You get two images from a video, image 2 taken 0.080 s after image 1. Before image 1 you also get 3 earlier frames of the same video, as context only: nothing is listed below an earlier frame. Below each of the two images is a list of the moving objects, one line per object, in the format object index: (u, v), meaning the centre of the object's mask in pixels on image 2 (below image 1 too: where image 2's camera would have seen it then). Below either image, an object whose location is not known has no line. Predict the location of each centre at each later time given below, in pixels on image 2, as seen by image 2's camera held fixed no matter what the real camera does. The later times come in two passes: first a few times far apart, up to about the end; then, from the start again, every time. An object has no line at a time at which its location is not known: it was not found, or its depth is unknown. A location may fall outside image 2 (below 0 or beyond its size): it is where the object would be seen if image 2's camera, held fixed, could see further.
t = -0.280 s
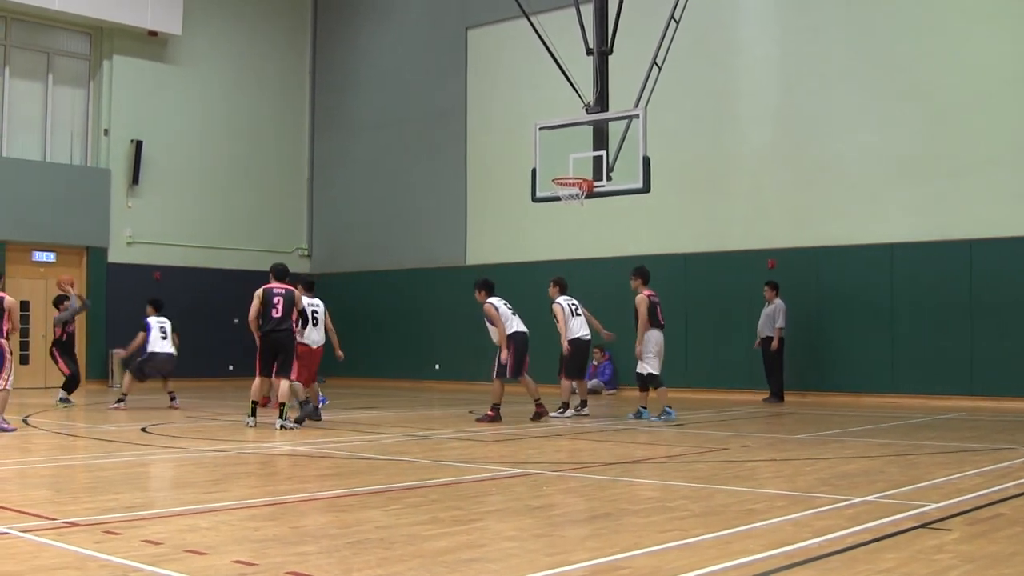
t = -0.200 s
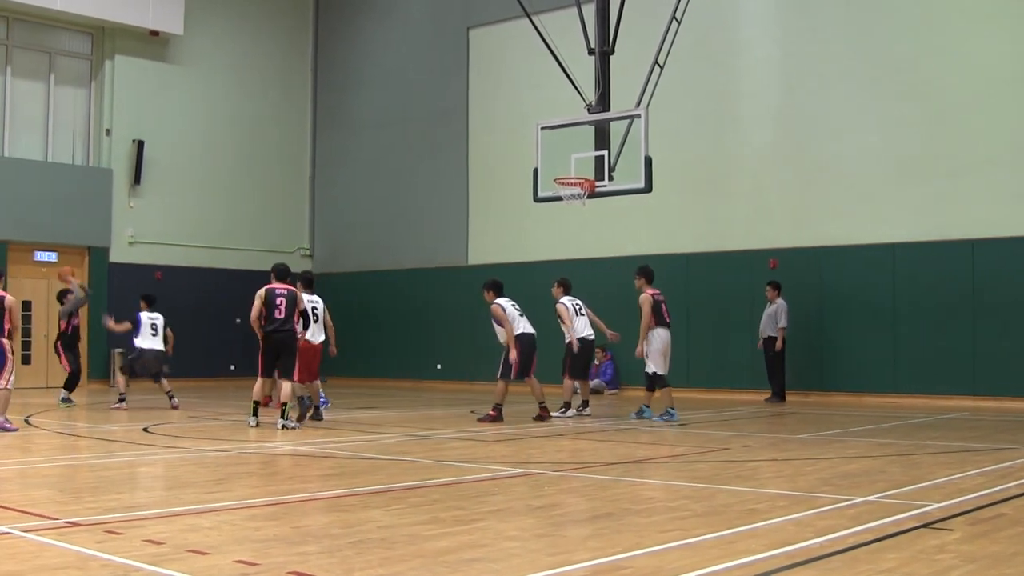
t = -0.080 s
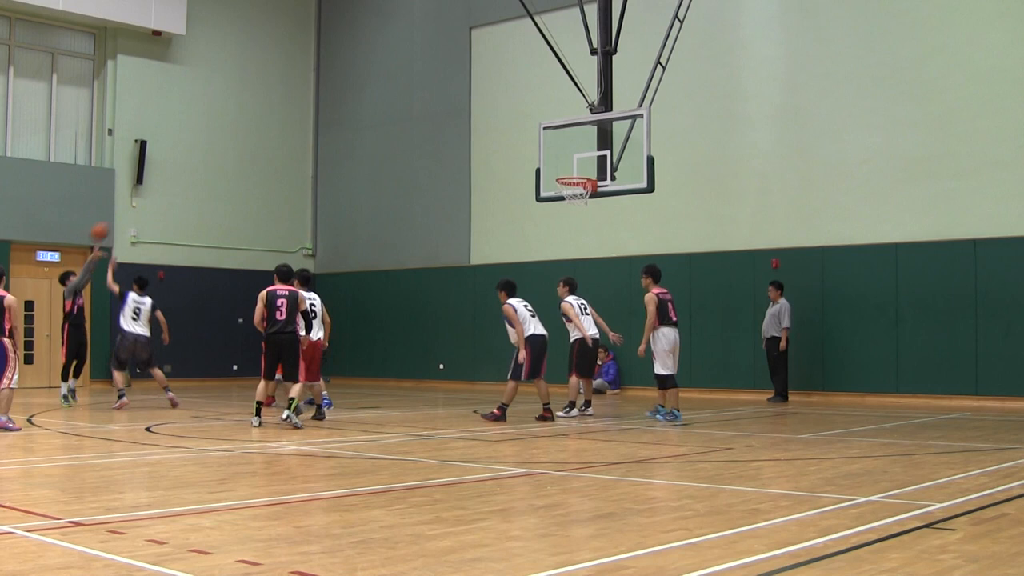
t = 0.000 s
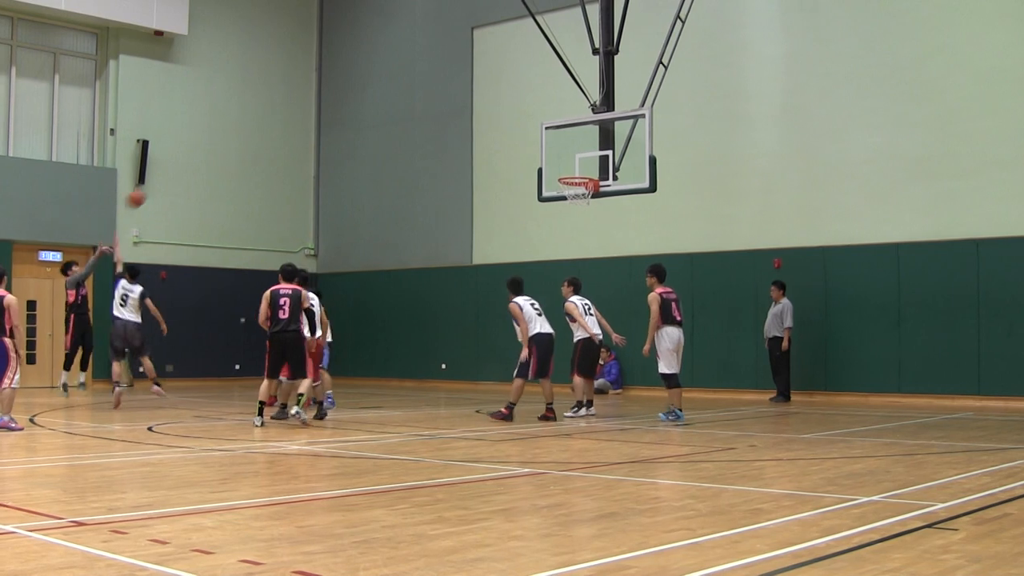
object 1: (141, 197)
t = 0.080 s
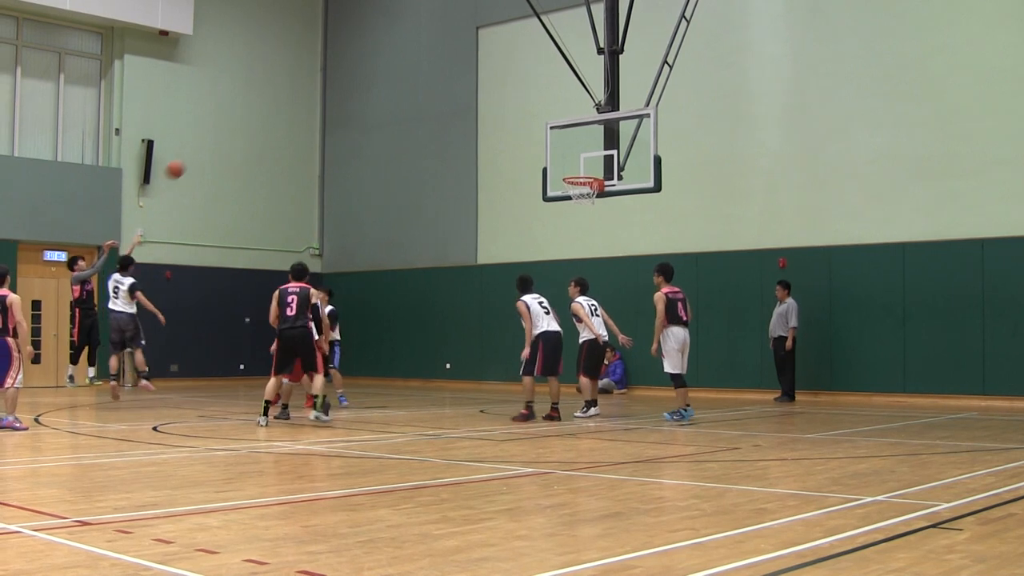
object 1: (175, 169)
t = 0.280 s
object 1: (261, 117)
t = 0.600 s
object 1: (396, 93)
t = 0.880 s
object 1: (513, 133)
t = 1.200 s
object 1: (607, 135)
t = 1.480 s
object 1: (625, 117)
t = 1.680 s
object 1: (640, 141)
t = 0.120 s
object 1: (192, 156)
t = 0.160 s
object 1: (210, 145)
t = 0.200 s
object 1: (226, 134)
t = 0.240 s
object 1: (244, 125)
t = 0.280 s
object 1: (261, 117)
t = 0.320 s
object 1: (278, 110)
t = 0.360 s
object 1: (295, 104)
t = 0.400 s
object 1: (311, 99)
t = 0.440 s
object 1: (329, 95)
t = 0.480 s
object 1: (346, 93)
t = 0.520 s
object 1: (362, 92)
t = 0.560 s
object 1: (379, 92)
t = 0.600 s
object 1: (396, 93)
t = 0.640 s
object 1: (413, 95)
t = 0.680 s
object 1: (430, 99)
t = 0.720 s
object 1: (446, 103)
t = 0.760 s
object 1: (462, 109)
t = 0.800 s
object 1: (480, 116)
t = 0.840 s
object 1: (496, 124)
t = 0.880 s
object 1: (513, 133)
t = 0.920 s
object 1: (530, 143)
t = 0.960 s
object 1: (547, 155)
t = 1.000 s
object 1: (563, 168)
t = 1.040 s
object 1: (575, 168)
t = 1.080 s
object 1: (584, 158)
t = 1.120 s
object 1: (593, 149)
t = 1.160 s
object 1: (603, 141)
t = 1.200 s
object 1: (607, 135)
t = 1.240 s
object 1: (609, 129)
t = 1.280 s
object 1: (612, 124)
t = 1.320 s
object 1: (614, 121)
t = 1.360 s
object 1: (617, 118)
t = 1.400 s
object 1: (620, 117)
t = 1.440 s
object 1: (622, 117)
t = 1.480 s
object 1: (625, 117)
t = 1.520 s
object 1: (628, 119)
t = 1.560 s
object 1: (631, 123)
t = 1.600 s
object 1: (634, 128)
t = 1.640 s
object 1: (636, 134)
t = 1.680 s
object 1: (640, 141)
